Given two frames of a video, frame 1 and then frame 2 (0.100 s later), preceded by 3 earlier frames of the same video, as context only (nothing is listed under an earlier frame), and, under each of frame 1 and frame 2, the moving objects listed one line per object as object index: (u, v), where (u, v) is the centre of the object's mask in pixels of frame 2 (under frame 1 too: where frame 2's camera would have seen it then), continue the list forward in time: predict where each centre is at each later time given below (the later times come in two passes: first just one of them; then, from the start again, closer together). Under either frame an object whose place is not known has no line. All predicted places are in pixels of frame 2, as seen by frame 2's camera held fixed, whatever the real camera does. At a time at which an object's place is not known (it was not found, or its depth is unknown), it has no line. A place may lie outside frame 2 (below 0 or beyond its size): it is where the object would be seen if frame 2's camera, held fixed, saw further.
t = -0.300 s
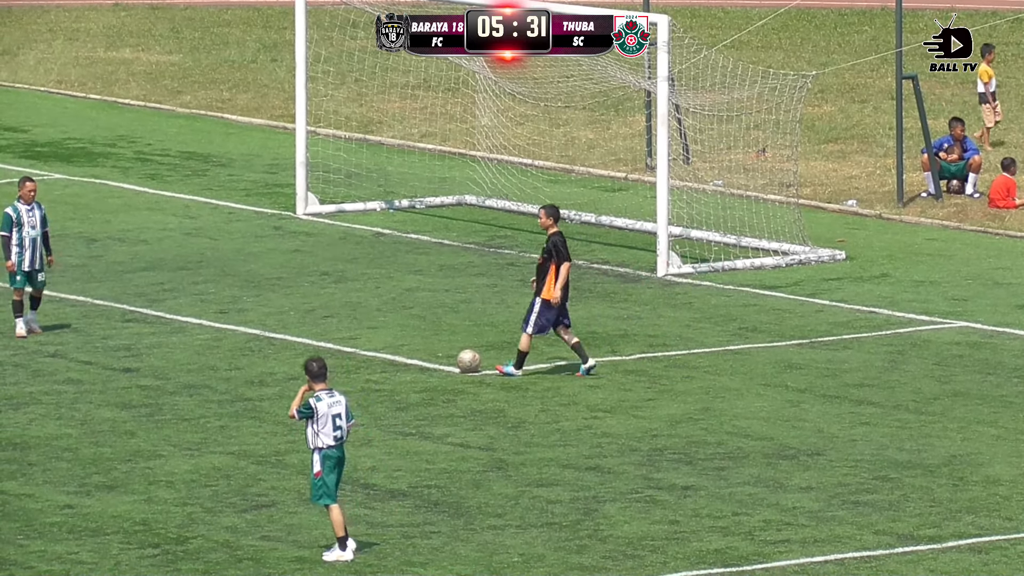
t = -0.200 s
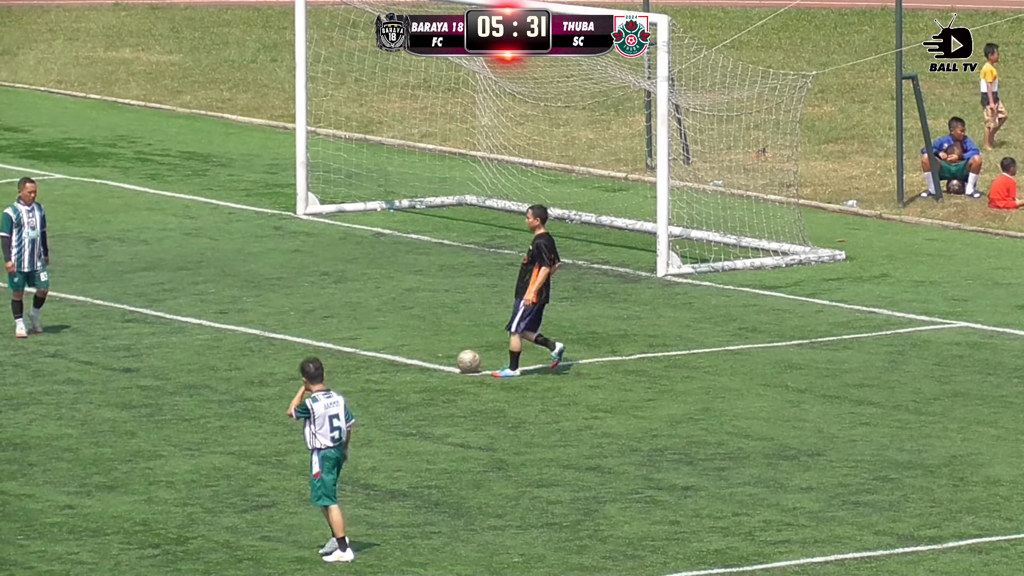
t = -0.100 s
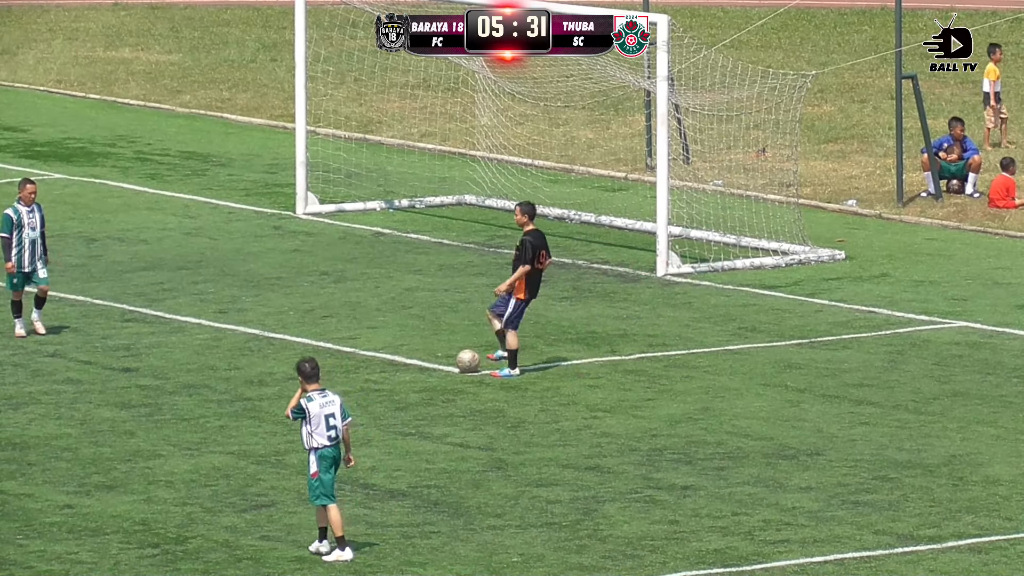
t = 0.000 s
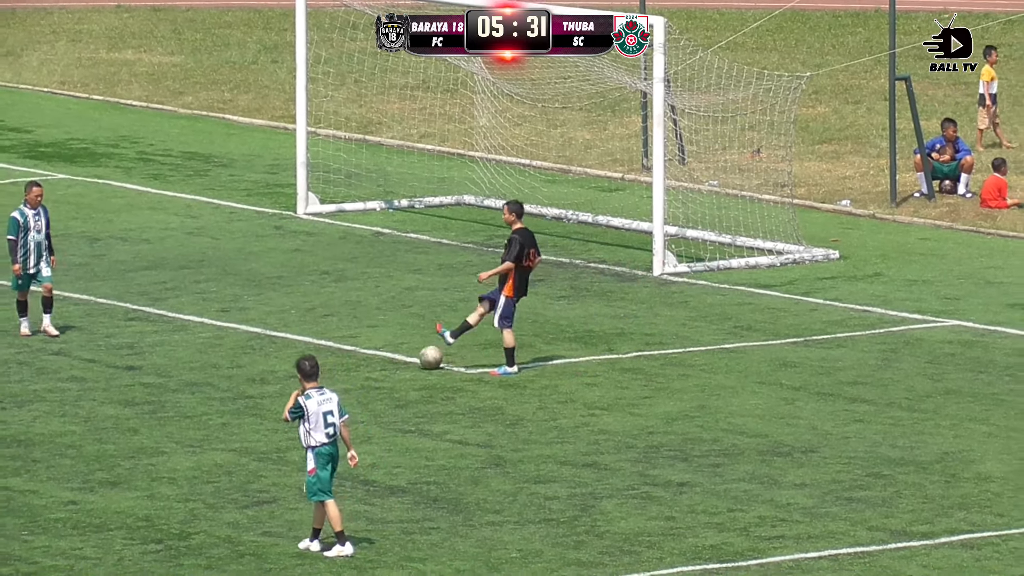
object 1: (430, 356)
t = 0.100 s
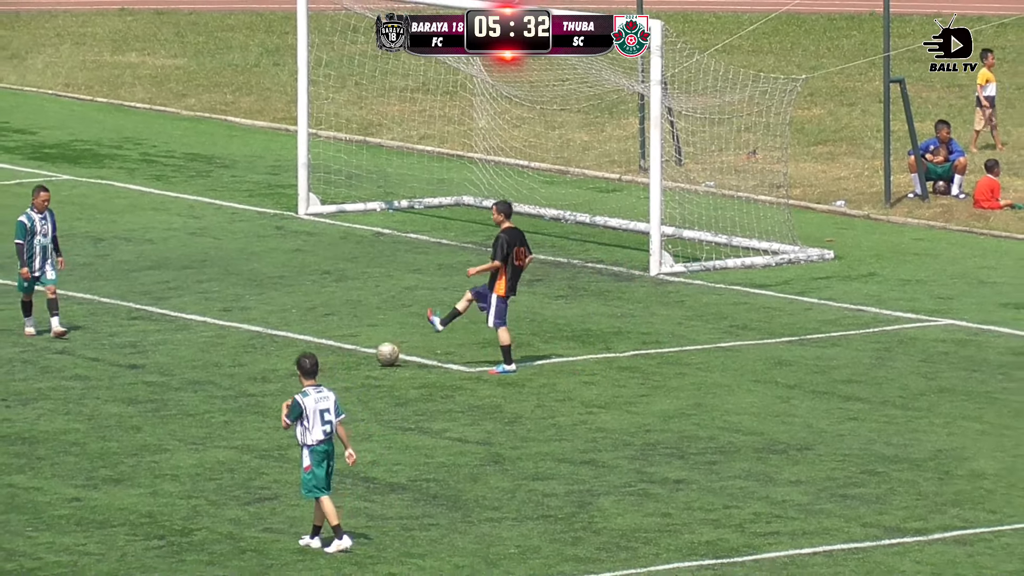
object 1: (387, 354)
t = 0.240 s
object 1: (332, 354)
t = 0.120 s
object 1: (379, 354)
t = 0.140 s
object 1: (371, 354)
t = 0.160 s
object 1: (363, 354)
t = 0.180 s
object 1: (355, 355)
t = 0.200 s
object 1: (348, 354)
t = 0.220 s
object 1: (339, 355)
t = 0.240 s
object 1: (332, 354)
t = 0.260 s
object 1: (324, 353)
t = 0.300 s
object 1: (310, 350)
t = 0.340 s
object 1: (291, 349)
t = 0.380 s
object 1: (277, 352)
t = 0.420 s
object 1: (262, 350)
